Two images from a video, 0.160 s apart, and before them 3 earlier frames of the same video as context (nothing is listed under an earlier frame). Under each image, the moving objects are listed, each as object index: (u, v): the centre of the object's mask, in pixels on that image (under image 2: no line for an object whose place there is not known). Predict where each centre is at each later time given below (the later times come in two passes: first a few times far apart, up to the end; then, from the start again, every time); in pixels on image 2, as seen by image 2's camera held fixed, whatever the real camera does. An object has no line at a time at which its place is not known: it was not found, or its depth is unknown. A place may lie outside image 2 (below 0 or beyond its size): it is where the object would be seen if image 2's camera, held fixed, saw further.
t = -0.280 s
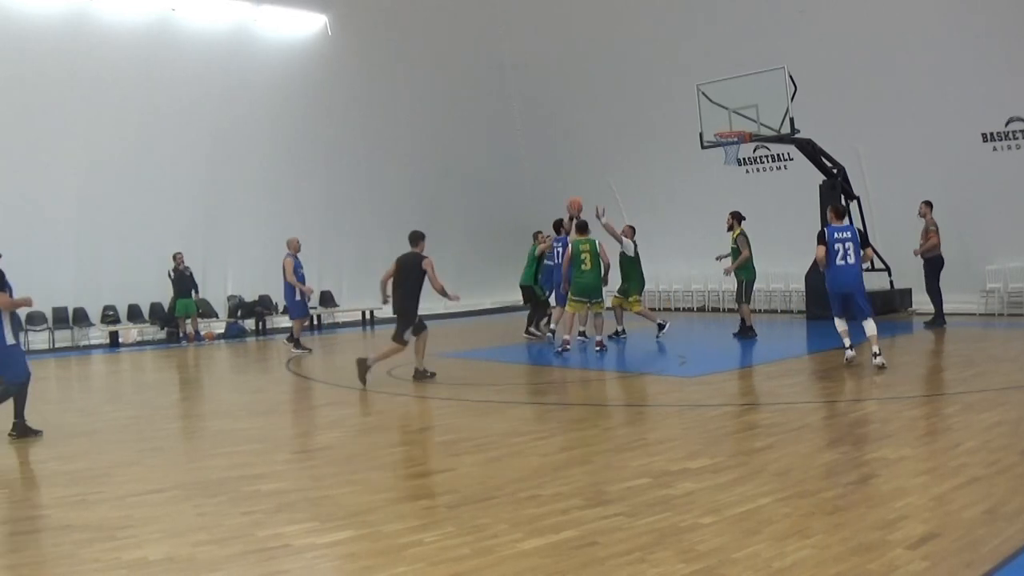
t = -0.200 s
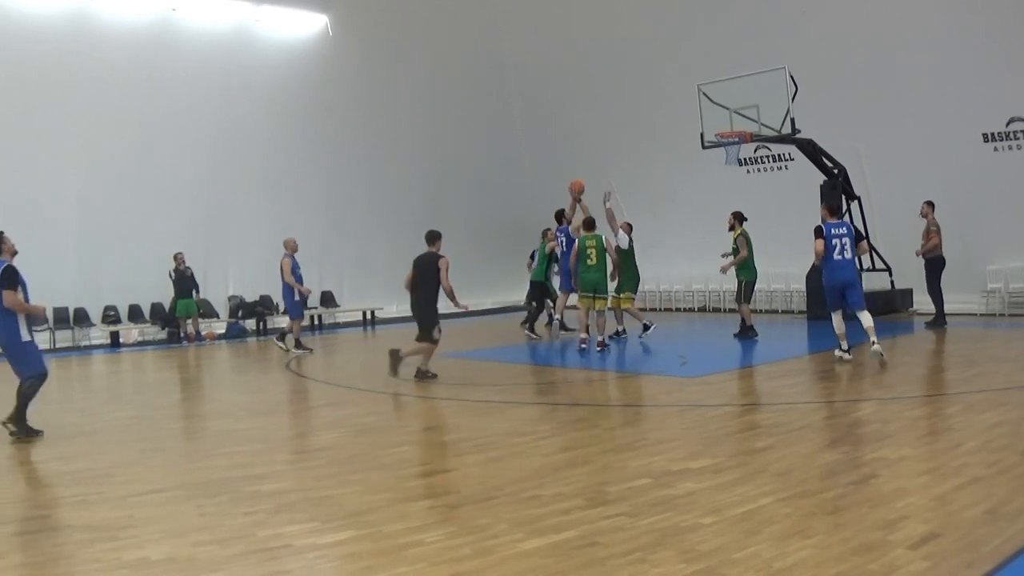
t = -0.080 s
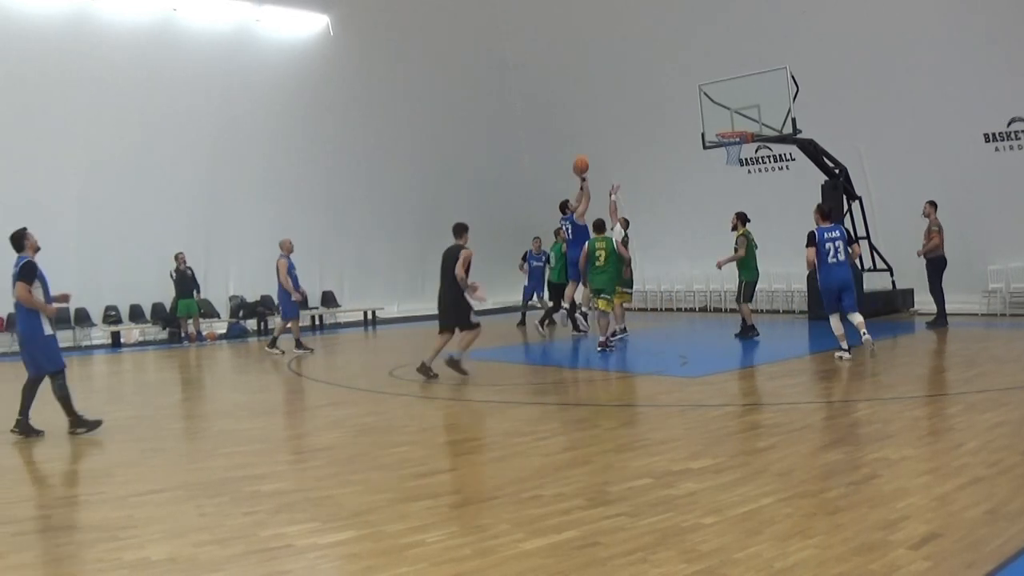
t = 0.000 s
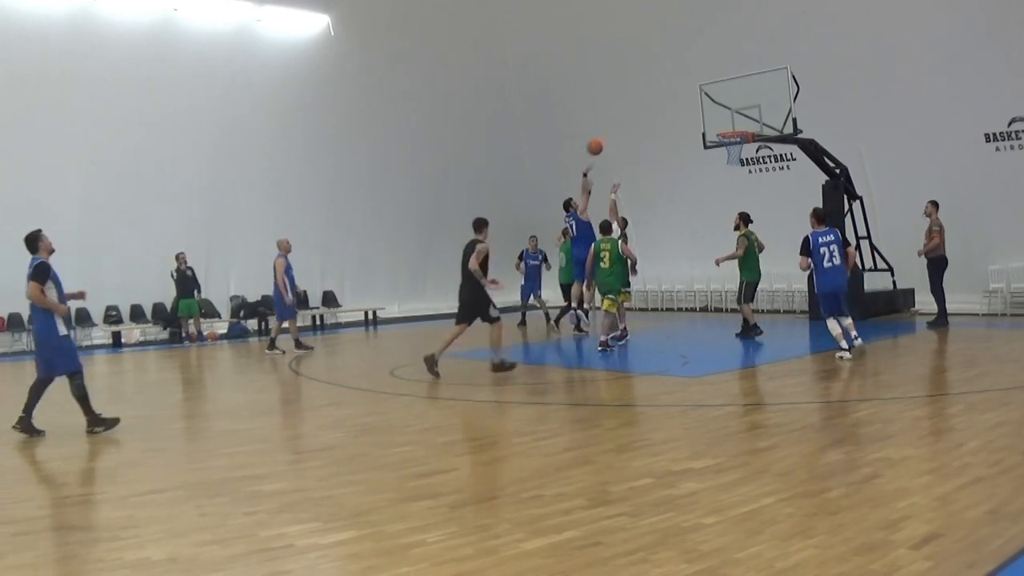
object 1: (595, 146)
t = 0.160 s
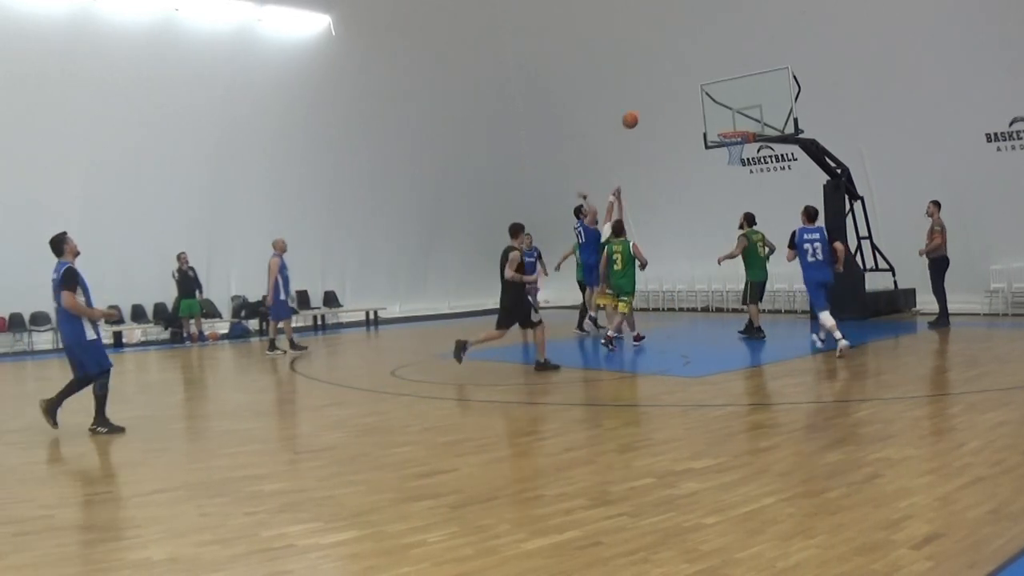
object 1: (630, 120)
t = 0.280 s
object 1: (656, 111)
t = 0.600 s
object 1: (720, 123)
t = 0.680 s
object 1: (724, 119)
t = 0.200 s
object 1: (639, 116)
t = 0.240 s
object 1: (647, 113)
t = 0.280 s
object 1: (656, 111)
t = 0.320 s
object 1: (664, 110)
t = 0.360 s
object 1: (673, 110)
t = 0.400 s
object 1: (682, 111)
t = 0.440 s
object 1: (690, 113)
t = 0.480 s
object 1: (699, 116)
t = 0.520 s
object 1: (708, 120)
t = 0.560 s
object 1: (717, 125)
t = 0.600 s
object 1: (720, 123)
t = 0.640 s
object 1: (722, 121)
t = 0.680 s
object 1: (724, 119)
